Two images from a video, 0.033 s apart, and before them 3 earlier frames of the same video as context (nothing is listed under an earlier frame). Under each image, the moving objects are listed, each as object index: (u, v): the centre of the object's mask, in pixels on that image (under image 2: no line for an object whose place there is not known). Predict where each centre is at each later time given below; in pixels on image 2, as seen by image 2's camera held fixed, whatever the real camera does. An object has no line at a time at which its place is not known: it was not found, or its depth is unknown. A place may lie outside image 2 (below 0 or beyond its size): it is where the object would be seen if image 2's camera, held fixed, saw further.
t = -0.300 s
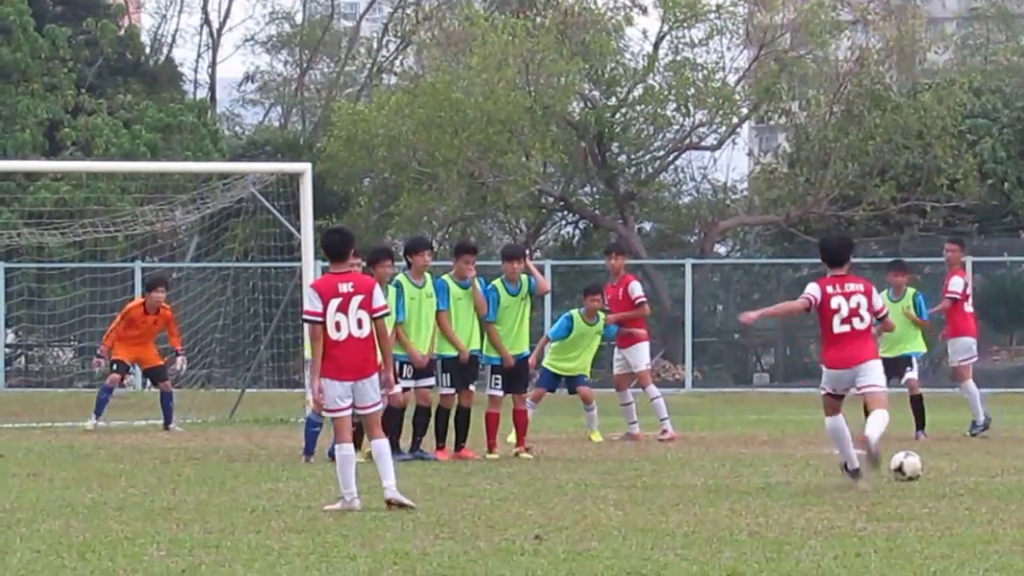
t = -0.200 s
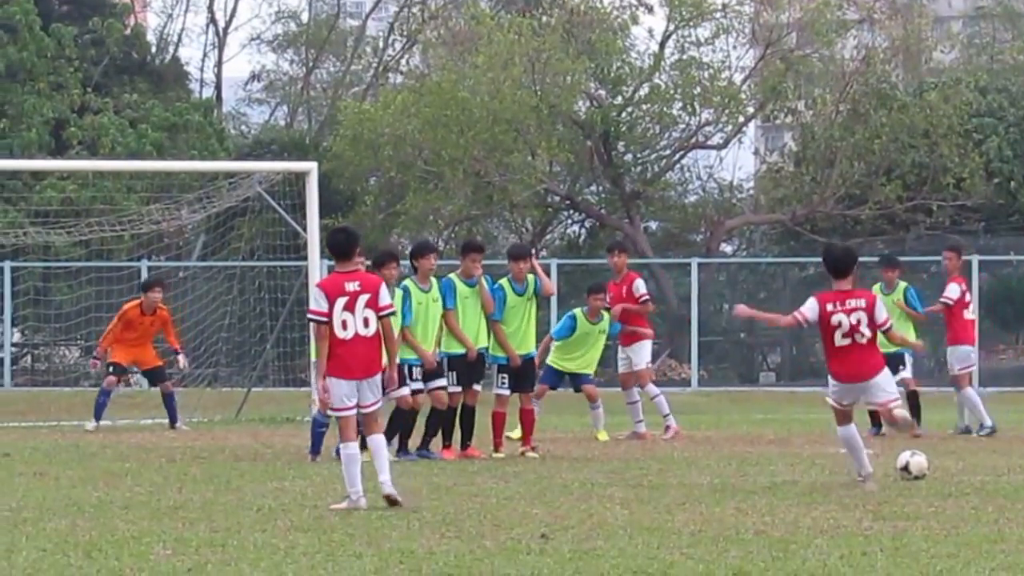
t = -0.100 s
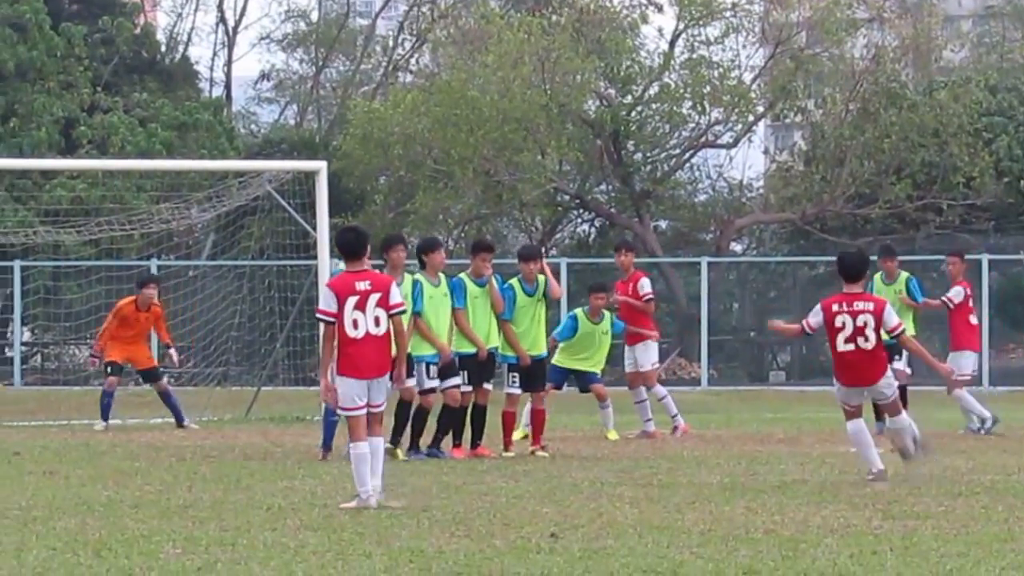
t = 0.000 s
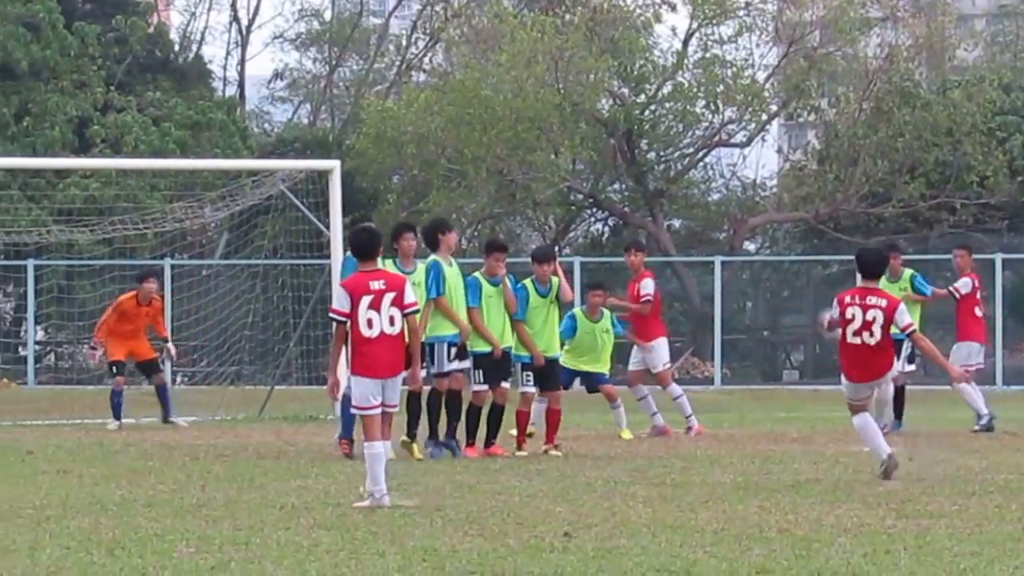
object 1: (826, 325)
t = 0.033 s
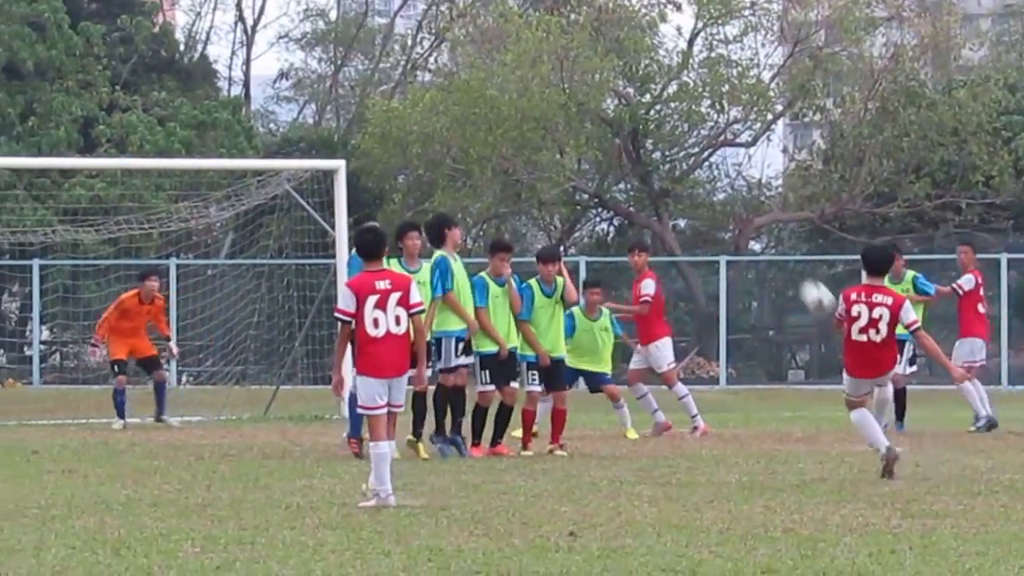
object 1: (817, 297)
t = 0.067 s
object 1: (793, 271)
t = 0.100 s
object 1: (768, 245)
